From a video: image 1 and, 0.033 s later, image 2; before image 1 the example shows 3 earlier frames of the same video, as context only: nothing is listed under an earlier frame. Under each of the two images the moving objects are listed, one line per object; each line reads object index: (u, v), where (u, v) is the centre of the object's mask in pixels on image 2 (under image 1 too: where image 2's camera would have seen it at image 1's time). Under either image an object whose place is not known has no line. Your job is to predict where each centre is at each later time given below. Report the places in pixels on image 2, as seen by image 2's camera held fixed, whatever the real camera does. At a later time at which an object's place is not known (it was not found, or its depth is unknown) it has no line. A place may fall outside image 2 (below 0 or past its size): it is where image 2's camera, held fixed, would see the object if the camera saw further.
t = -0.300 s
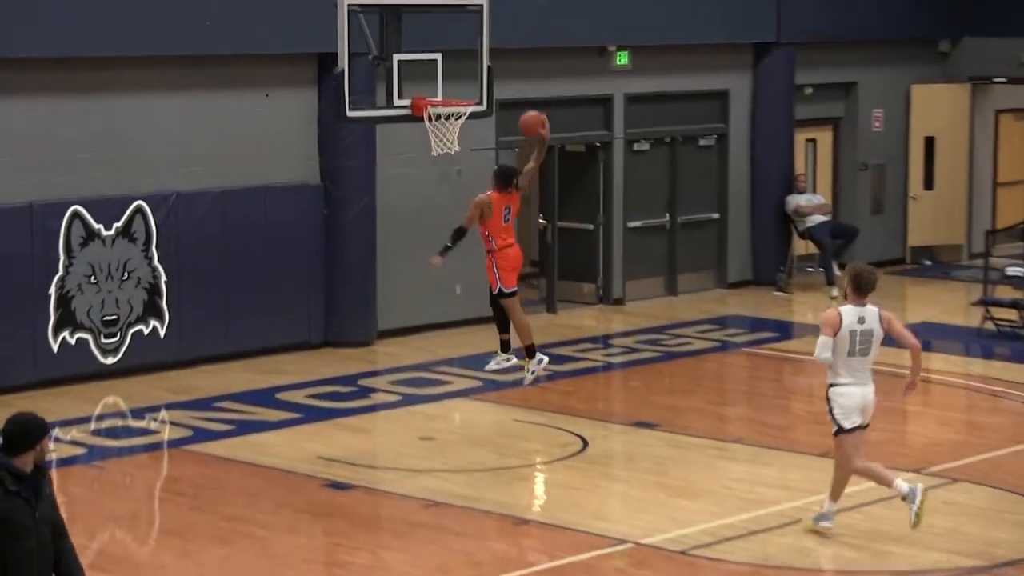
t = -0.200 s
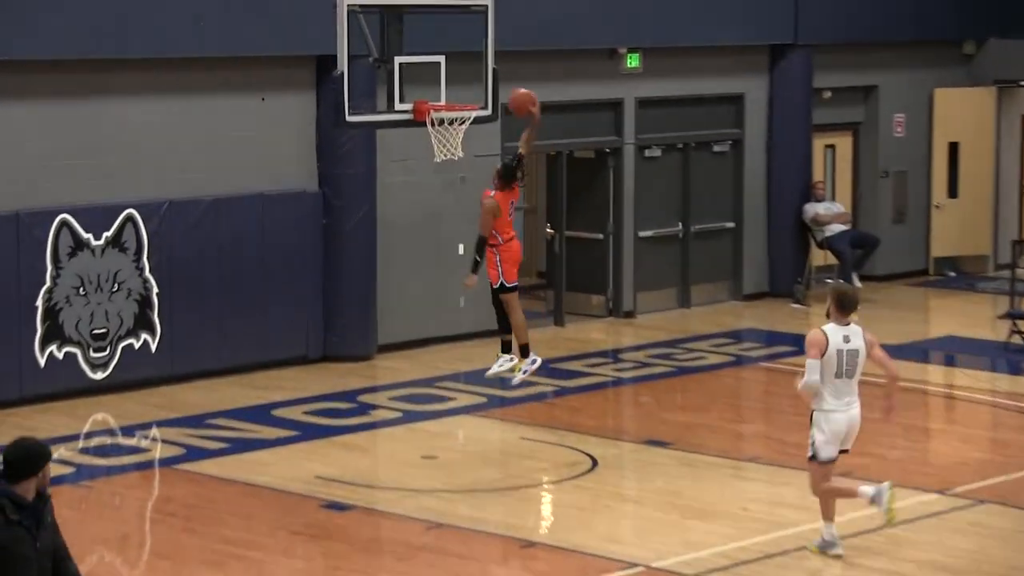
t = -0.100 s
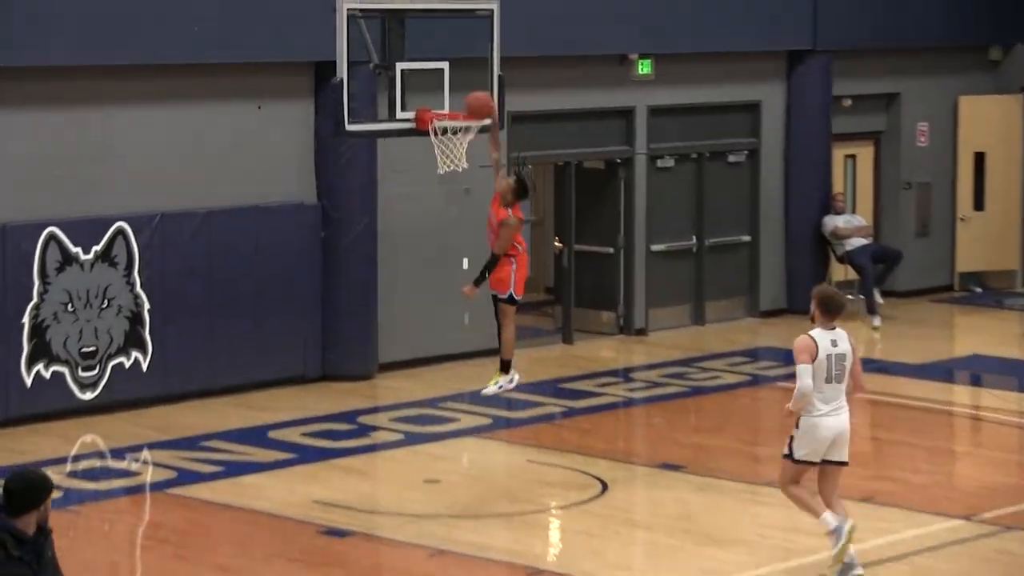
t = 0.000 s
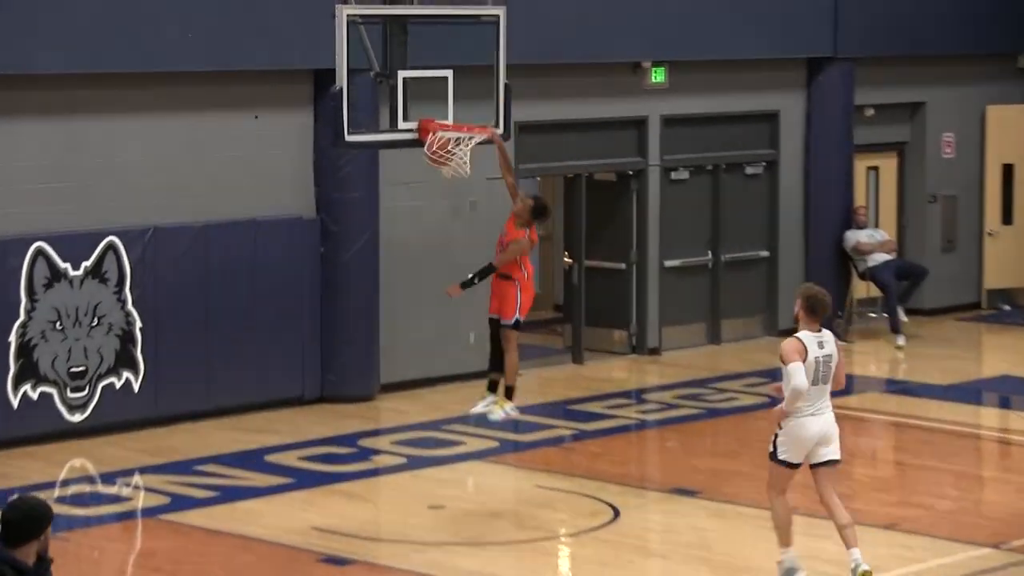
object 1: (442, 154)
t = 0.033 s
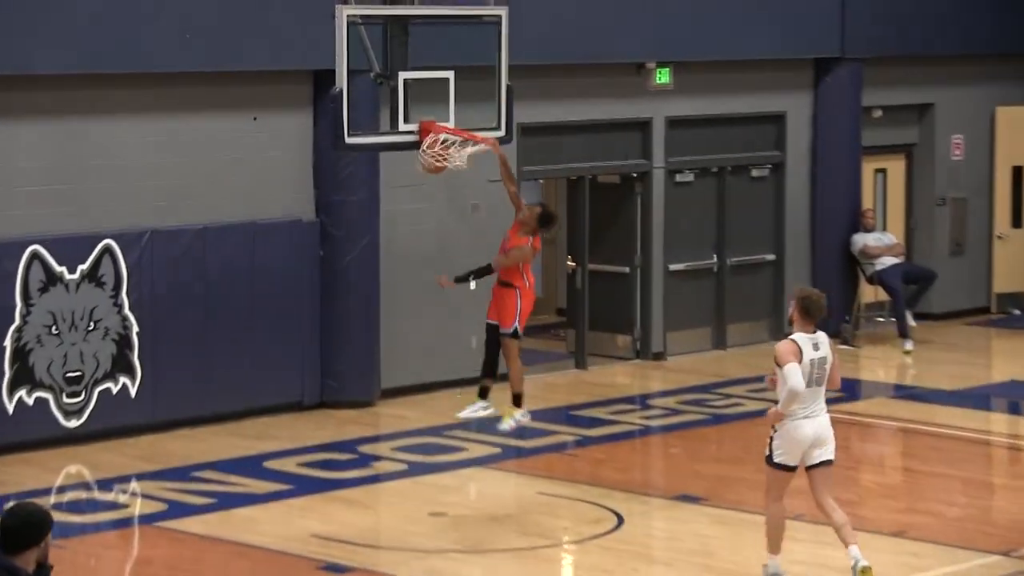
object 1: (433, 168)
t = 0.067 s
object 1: (429, 166)
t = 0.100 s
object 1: (427, 166)
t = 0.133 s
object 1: (424, 171)
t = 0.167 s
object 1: (421, 177)
